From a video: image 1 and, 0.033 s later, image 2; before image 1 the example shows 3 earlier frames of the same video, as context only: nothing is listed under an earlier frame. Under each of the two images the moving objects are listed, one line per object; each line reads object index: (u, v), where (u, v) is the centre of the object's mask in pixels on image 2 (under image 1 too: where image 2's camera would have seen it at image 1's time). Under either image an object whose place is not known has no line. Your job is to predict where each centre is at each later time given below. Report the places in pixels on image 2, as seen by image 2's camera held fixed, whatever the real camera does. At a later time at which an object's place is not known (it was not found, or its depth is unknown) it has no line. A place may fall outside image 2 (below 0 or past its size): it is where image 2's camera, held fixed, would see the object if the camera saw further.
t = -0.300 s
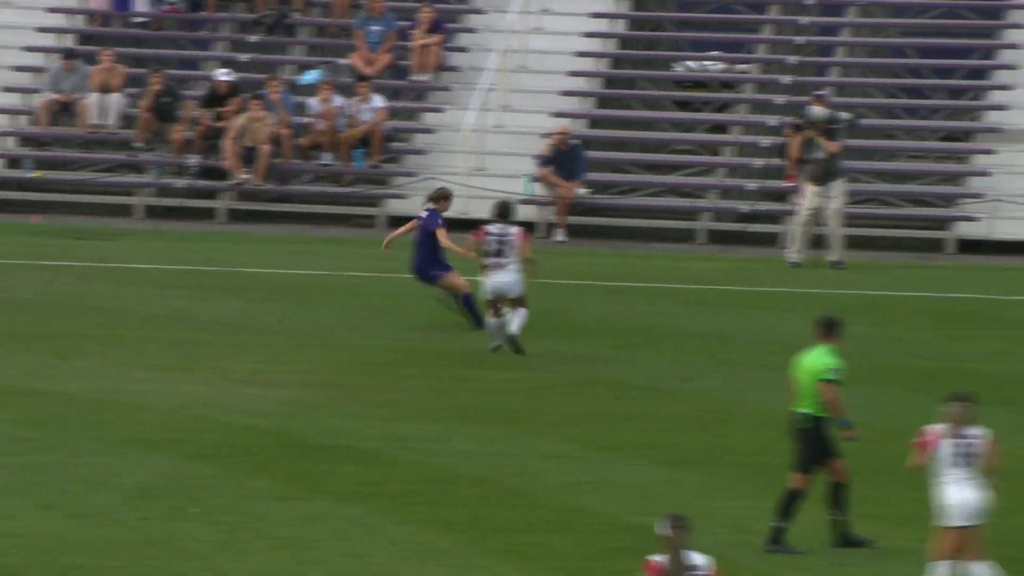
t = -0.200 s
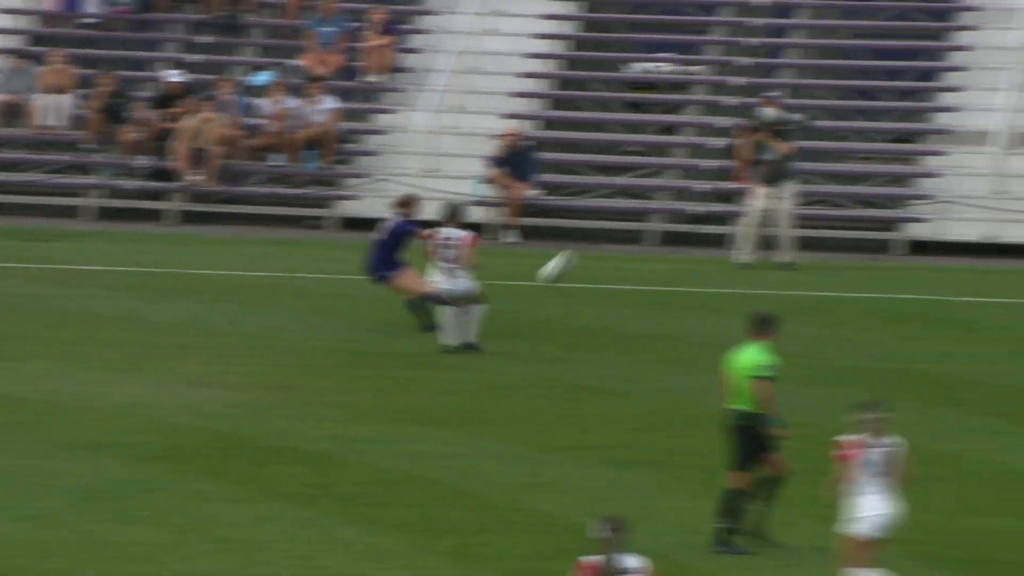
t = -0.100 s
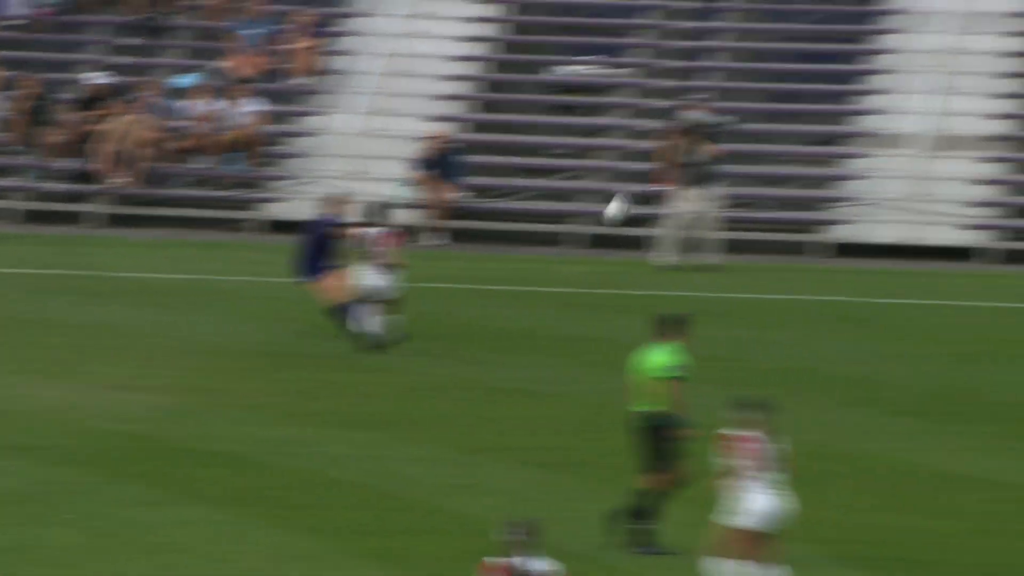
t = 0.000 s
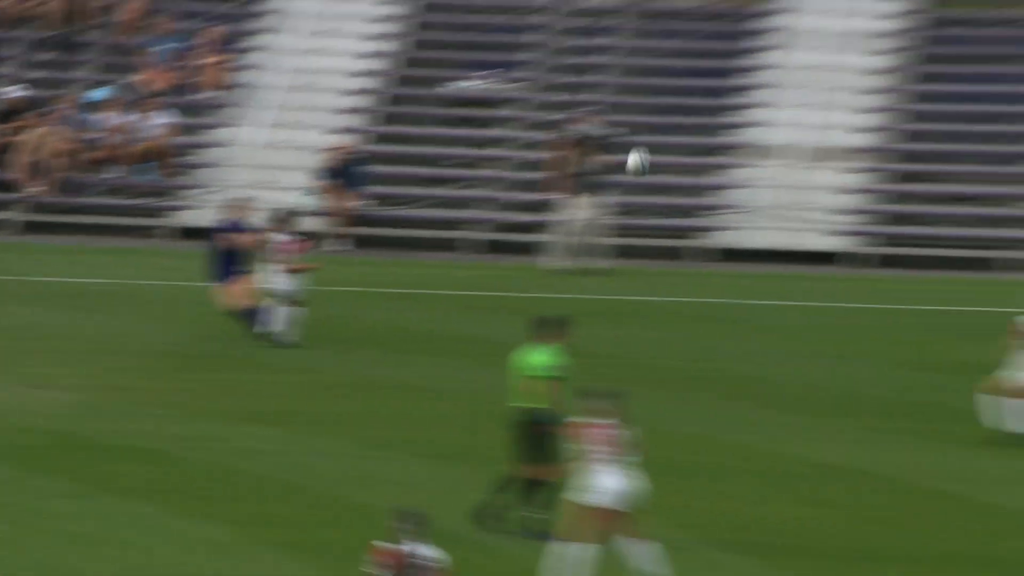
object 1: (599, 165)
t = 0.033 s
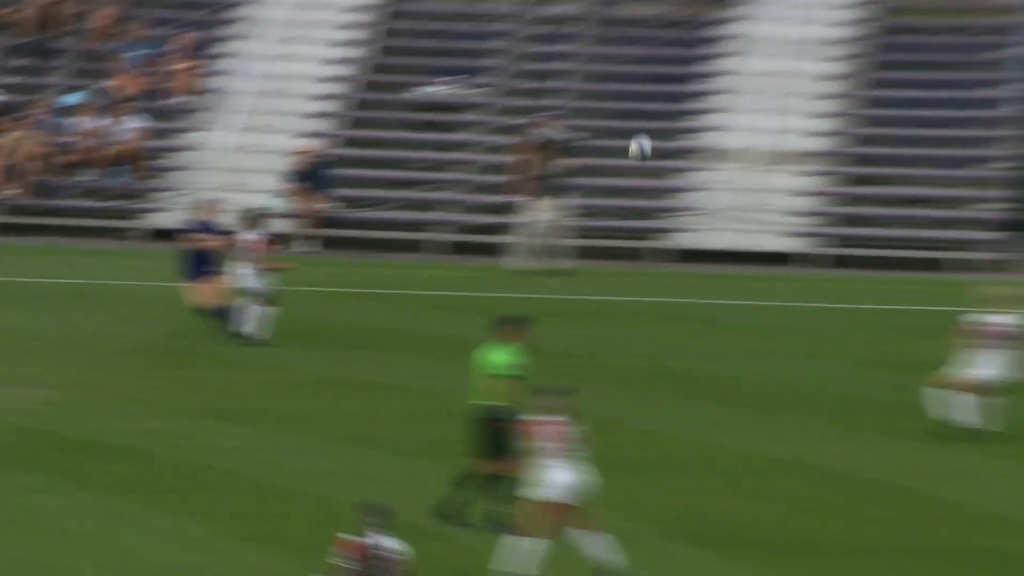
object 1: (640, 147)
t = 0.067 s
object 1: (682, 131)
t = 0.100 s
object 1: (723, 116)
